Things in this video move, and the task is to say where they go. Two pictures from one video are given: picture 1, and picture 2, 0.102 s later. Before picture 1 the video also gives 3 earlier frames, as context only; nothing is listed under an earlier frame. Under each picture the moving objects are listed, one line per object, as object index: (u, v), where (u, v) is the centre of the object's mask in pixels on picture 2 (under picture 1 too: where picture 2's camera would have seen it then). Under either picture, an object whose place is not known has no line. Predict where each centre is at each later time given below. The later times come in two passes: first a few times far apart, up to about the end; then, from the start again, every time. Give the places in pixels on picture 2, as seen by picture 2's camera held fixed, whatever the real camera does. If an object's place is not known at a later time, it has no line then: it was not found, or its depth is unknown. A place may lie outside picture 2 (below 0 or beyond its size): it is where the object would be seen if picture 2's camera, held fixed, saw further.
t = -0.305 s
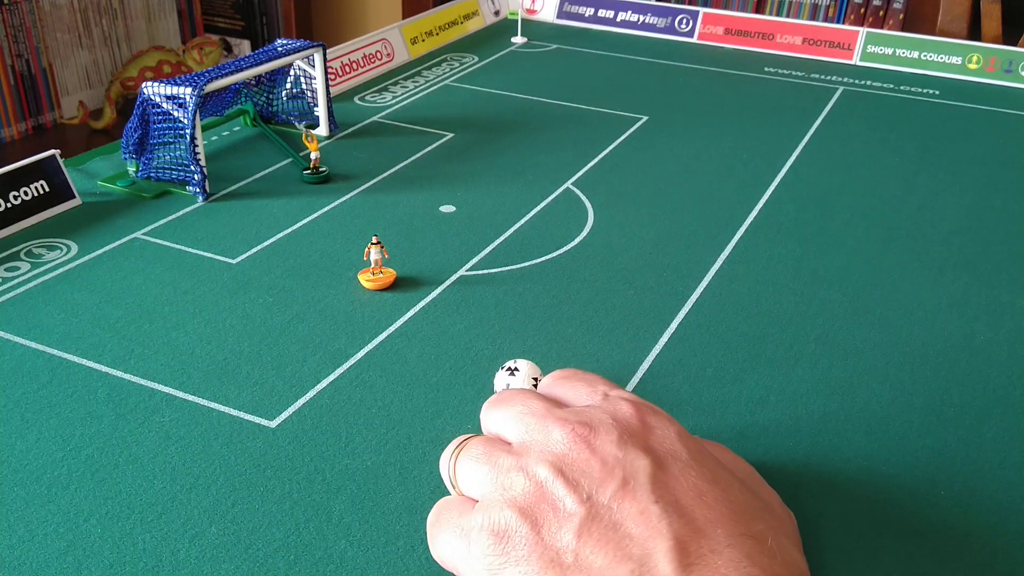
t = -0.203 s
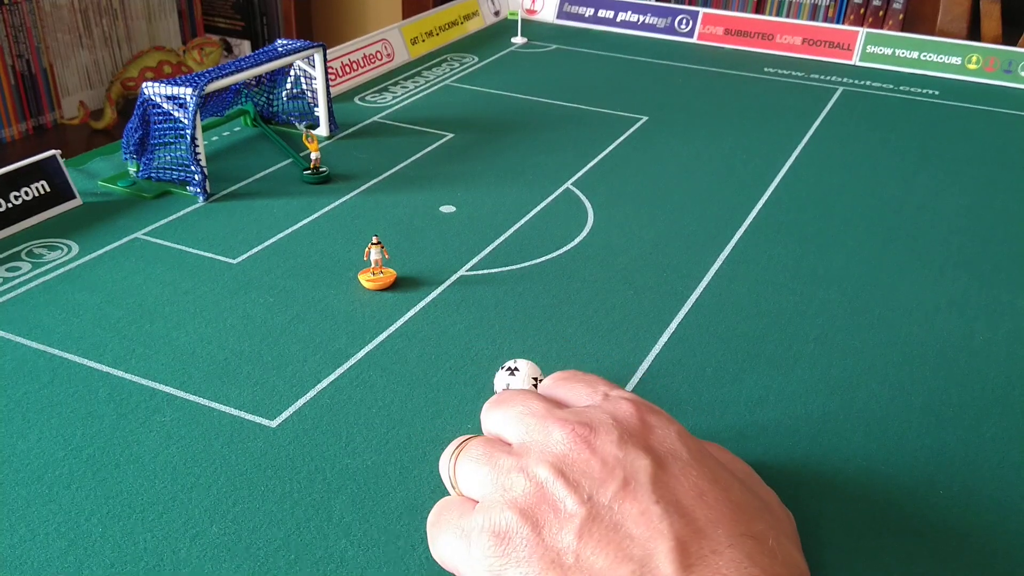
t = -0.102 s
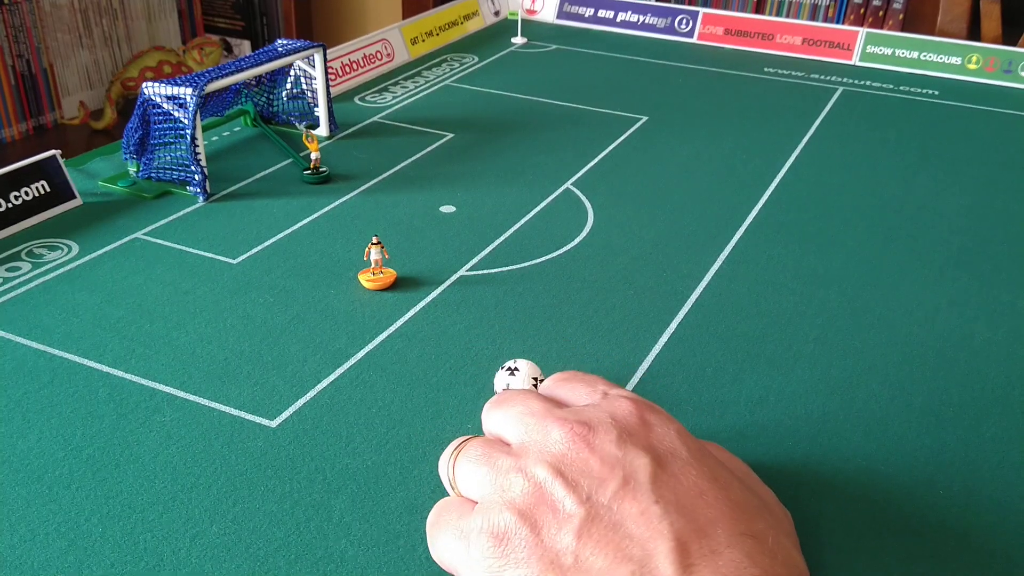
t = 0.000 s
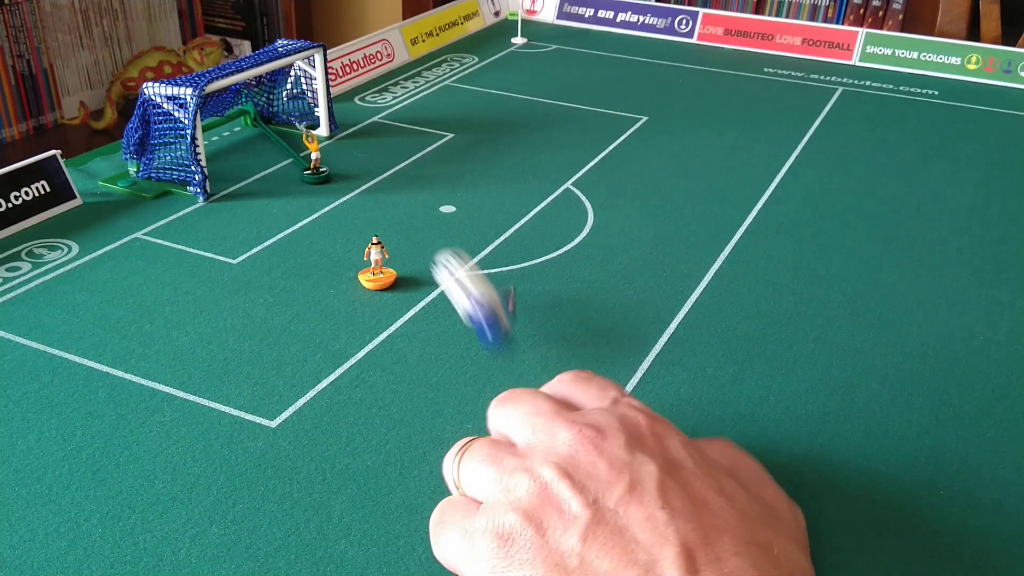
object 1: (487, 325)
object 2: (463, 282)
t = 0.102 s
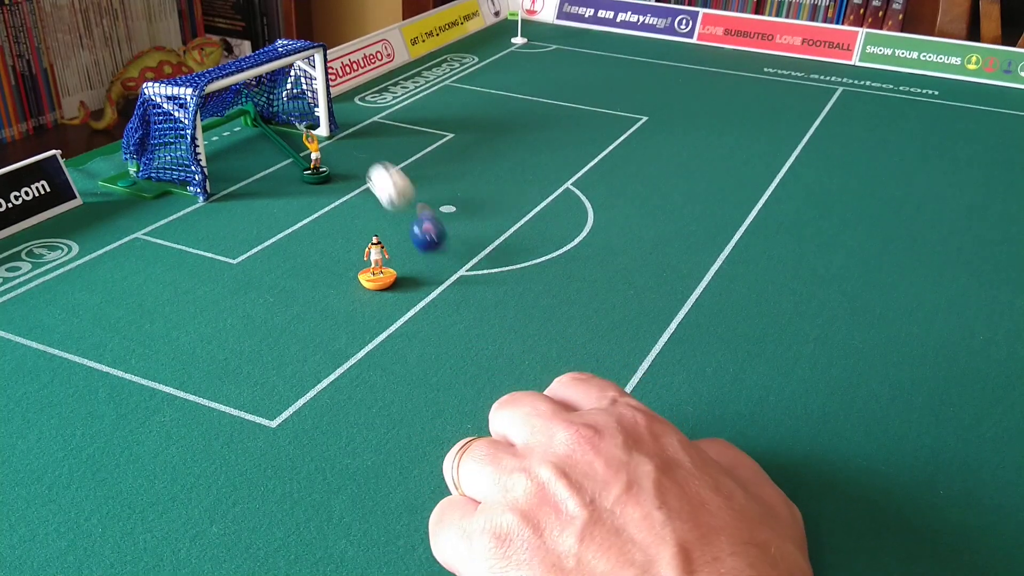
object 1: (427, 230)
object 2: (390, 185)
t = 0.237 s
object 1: (380, 177)
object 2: (349, 121)
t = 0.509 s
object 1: (370, 132)
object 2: (457, 78)
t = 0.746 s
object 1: (399, 111)
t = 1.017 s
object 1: (398, 120)
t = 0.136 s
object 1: (417, 212)
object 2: (373, 168)
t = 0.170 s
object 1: (404, 204)
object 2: (362, 148)
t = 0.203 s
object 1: (390, 188)
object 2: (351, 135)
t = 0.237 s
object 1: (380, 177)
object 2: (349, 121)
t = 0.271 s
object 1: (372, 166)
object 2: (370, 119)
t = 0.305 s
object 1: (362, 157)
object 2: (387, 114)
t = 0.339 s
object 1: (359, 148)
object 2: (401, 107)
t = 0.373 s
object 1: (359, 144)
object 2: (413, 101)
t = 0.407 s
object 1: (362, 139)
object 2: (425, 95)
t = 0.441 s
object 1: (367, 138)
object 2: (436, 89)
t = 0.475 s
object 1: (369, 135)
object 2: (446, 84)
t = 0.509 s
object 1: (370, 132)
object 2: (457, 78)
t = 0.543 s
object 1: (371, 127)
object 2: (467, 73)
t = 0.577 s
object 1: (372, 124)
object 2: (476, 68)
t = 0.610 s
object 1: (372, 119)
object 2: (484, 63)
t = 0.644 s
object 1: (375, 117)
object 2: (493, 59)
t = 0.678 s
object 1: (384, 118)
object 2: (501, 55)
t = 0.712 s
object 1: (391, 114)
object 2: (508, 51)
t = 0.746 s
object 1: (399, 111)
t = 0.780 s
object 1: (404, 111)
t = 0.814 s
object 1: (408, 111)
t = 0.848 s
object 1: (410, 112)
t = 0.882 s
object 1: (411, 112)
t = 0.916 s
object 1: (412, 112)
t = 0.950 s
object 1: (410, 114)
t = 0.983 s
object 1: (403, 119)
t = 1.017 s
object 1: (398, 120)
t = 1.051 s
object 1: (395, 120)
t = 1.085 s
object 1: (395, 119)
